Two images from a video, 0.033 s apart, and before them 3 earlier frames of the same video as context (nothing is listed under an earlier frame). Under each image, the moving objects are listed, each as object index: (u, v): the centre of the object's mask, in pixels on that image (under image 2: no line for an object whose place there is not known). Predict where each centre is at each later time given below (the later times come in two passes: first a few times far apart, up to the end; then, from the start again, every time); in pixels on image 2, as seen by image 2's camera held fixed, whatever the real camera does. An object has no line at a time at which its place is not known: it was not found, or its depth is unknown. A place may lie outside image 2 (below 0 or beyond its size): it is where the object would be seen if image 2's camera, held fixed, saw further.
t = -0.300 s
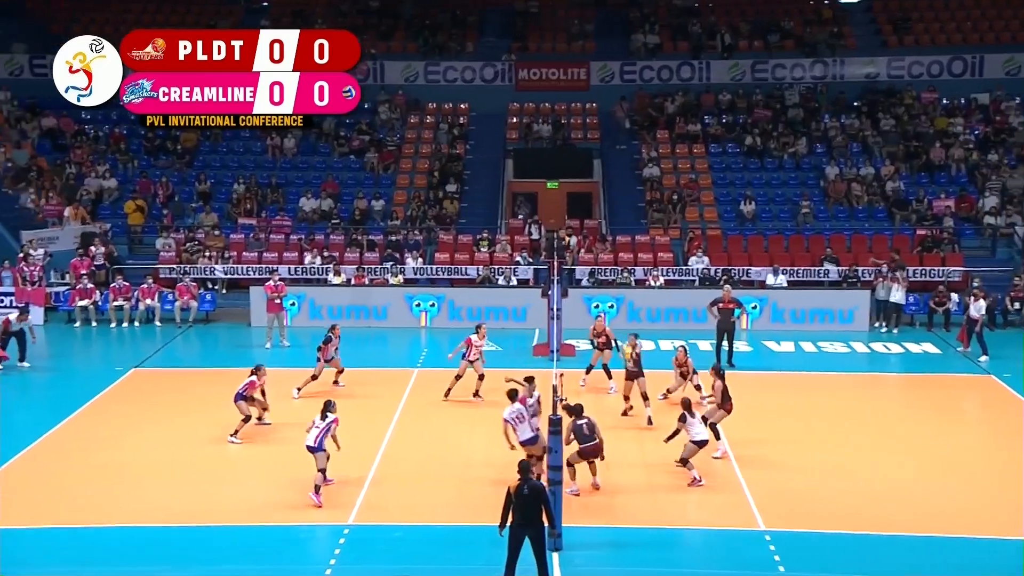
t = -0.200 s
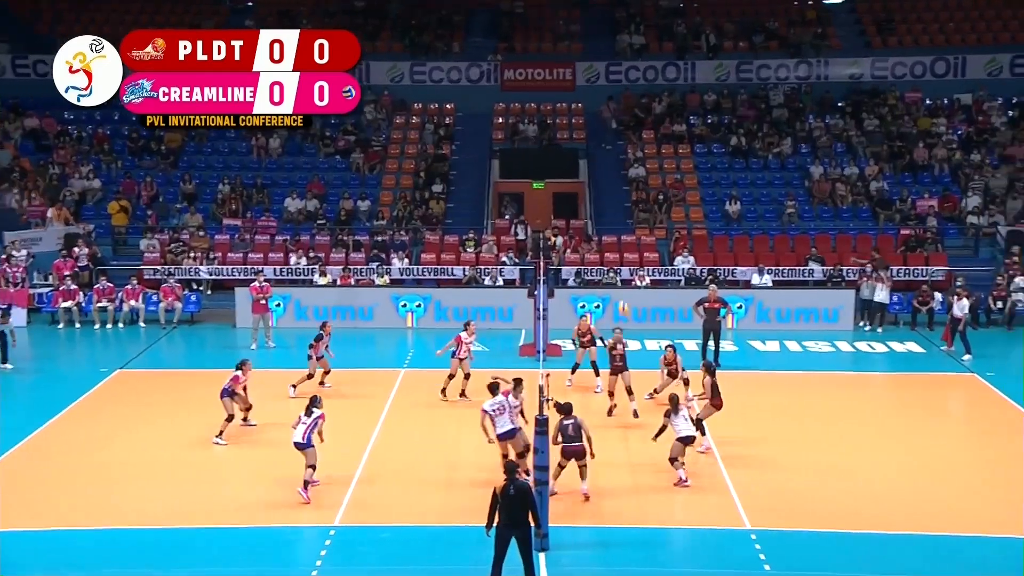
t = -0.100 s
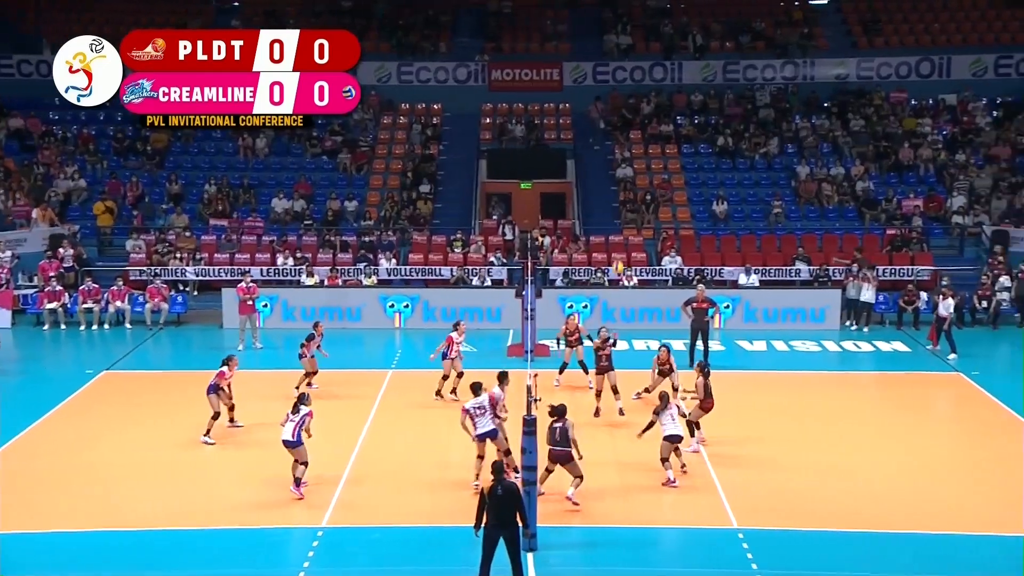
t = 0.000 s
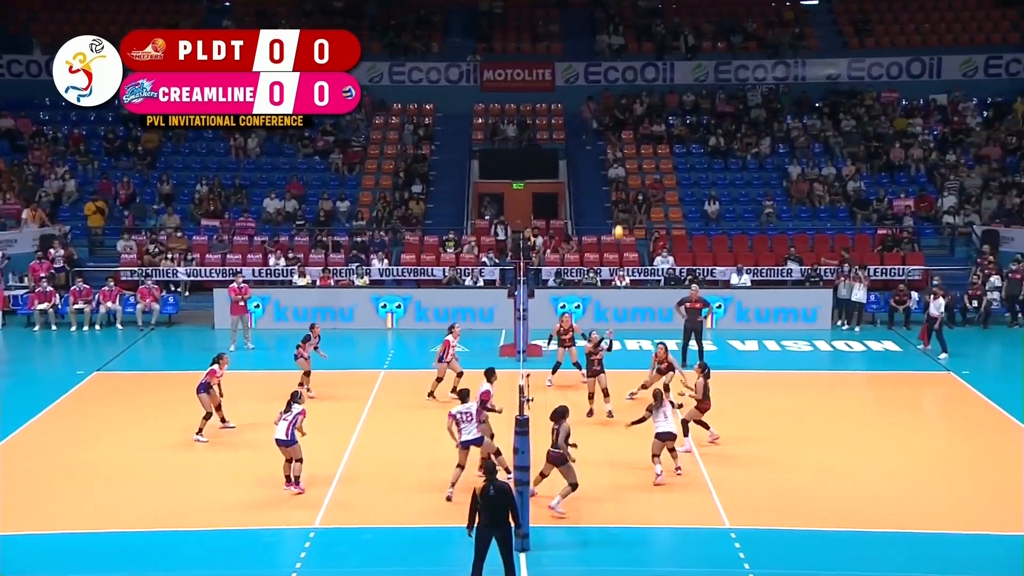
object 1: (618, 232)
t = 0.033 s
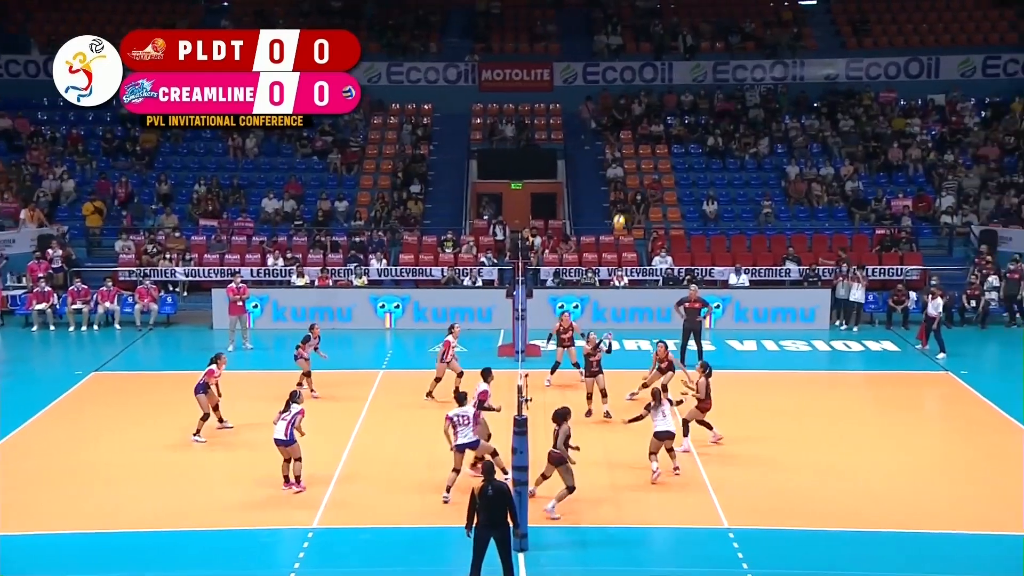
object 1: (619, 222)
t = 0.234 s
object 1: (635, 170)
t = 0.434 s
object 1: (651, 139)
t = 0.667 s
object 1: (670, 132)
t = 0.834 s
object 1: (684, 147)
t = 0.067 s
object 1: (621, 212)
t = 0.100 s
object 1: (624, 202)
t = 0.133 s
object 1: (627, 193)
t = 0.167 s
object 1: (629, 185)
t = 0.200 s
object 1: (632, 177)
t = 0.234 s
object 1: (635, 170)
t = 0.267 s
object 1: (637, 163)
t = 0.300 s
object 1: (640, 157)
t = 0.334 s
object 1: (643, 152)
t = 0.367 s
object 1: (645, 147)
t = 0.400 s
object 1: (648, 143)
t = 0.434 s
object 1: (651, 139)
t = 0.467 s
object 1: (654, 136)
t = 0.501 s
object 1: (657, 134)
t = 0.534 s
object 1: (659, 132)
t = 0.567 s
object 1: (662, 131)
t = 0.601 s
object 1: (665, 131)
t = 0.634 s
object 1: (667, 131)
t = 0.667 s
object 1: (670, 132)
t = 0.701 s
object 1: (673, 134)
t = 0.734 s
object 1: (676, 136)
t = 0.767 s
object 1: (678, 139)
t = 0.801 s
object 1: (681, 143)
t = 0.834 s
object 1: (684, 147)
